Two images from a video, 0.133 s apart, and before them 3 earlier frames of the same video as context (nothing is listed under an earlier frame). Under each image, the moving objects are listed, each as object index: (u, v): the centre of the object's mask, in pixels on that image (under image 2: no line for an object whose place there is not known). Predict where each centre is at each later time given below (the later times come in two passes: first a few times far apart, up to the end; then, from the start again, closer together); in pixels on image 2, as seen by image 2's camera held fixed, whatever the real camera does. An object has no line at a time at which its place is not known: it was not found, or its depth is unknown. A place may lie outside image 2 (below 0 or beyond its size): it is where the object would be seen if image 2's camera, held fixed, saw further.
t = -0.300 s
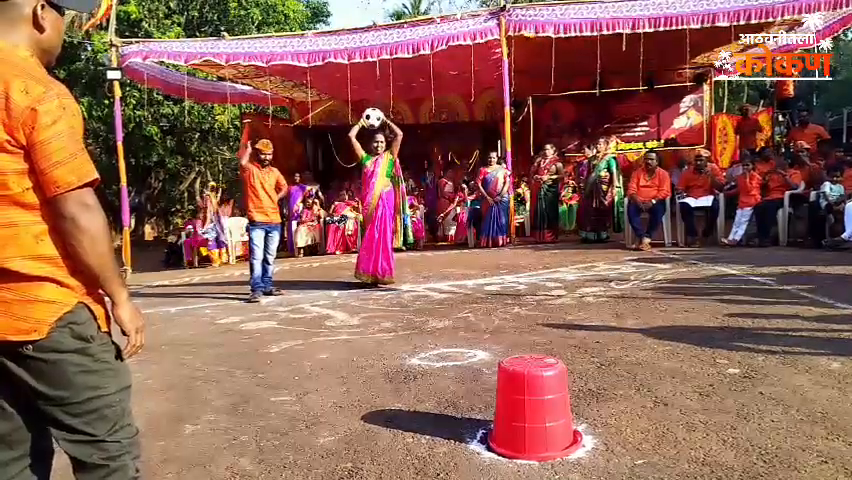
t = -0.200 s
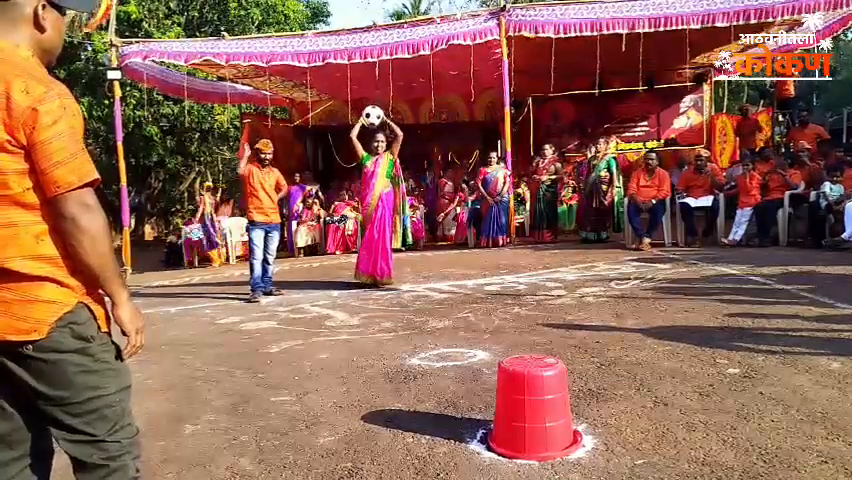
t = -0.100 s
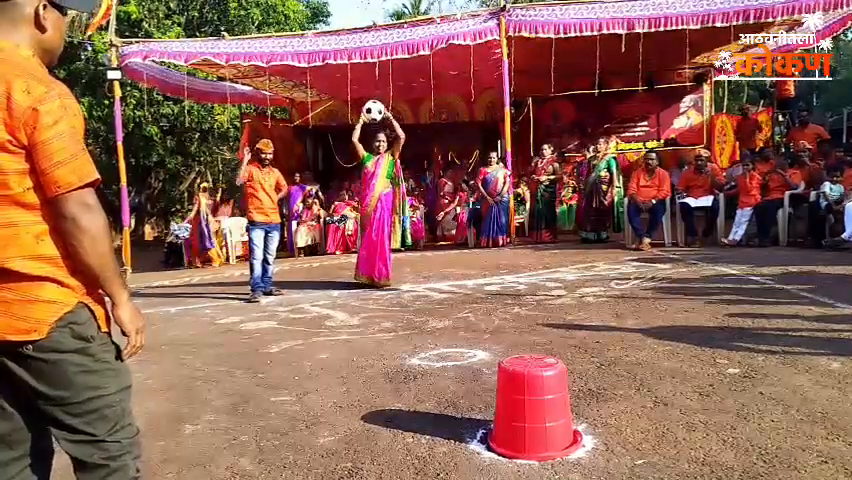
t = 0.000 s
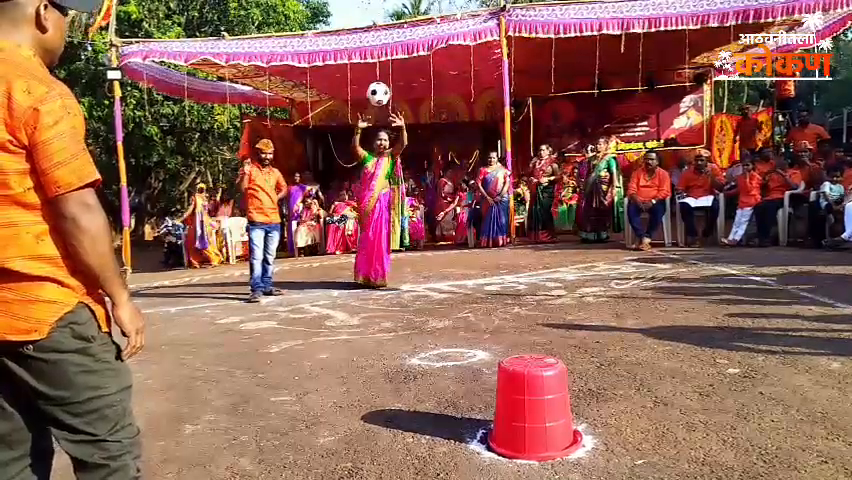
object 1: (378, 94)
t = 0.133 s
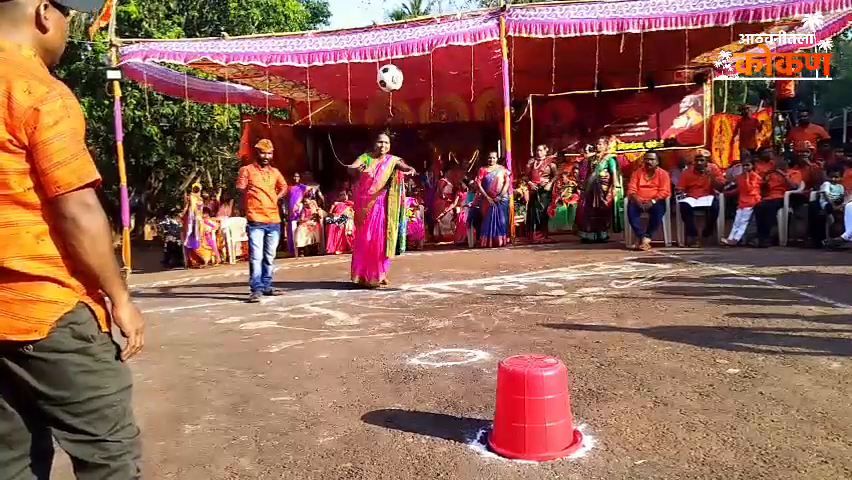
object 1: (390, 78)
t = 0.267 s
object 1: (405, 84)
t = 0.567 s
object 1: (466, 238)
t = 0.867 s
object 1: (529, 224)
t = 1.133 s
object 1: (598, 60)
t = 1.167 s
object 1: (610, 51)
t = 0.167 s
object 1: (393, 77)
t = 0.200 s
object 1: (397, 78)
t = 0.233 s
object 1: (401, 80)
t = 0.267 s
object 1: (405, 84)
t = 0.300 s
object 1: (410, 90)
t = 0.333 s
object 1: (415, 98)
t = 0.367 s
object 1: (421, 108)
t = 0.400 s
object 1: (427, 121)
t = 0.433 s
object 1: (433, 137)
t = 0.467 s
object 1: (440, 156)
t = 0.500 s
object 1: (448, 179)
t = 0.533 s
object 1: (457, 205)
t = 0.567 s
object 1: (466, 238)
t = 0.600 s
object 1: (476, 275)
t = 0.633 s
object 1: (488, 317)
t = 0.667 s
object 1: (490, 367)
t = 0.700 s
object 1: (495, 360)
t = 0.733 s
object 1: (507, 334)
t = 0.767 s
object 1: (512, 304)
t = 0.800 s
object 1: (518, 275)
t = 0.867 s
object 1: (529, 224)
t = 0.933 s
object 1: (540, 173)
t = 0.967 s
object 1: (547, 147)
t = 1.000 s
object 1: (555, 124)
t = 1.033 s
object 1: (565, 103)
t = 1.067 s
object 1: (575, 86)
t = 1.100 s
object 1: (586, 73)
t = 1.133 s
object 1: (598, 60)
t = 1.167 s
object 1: (610, 51)
